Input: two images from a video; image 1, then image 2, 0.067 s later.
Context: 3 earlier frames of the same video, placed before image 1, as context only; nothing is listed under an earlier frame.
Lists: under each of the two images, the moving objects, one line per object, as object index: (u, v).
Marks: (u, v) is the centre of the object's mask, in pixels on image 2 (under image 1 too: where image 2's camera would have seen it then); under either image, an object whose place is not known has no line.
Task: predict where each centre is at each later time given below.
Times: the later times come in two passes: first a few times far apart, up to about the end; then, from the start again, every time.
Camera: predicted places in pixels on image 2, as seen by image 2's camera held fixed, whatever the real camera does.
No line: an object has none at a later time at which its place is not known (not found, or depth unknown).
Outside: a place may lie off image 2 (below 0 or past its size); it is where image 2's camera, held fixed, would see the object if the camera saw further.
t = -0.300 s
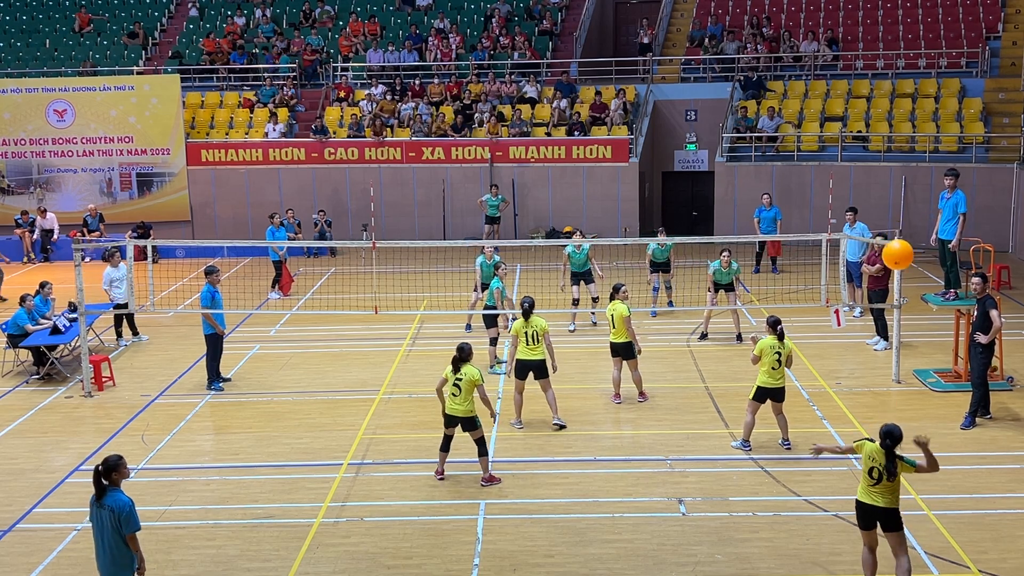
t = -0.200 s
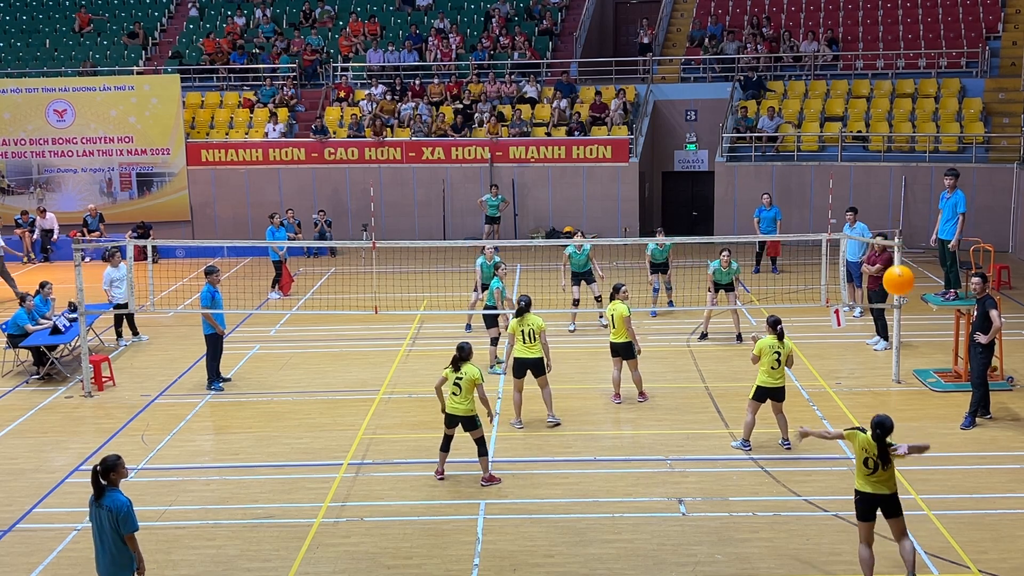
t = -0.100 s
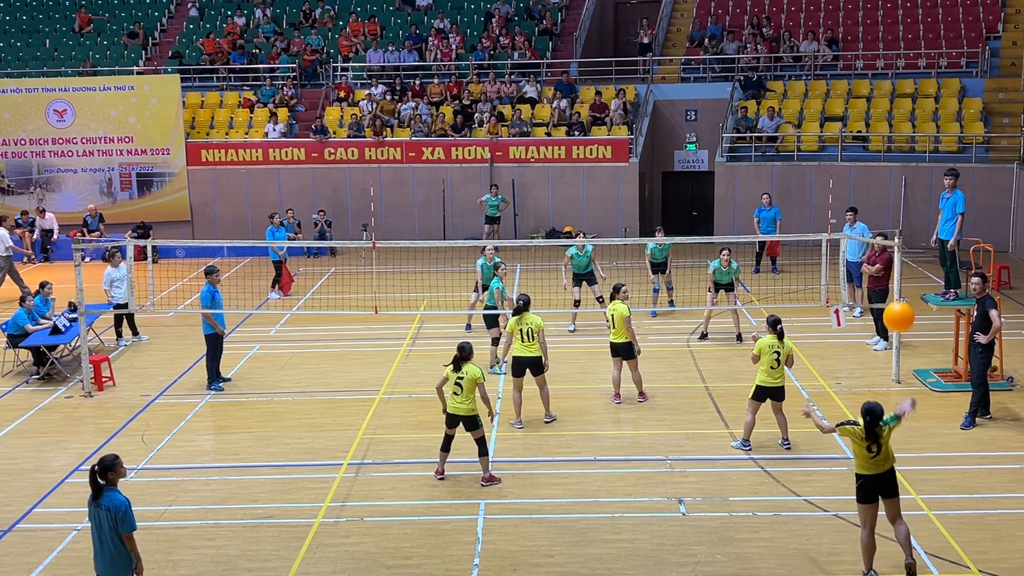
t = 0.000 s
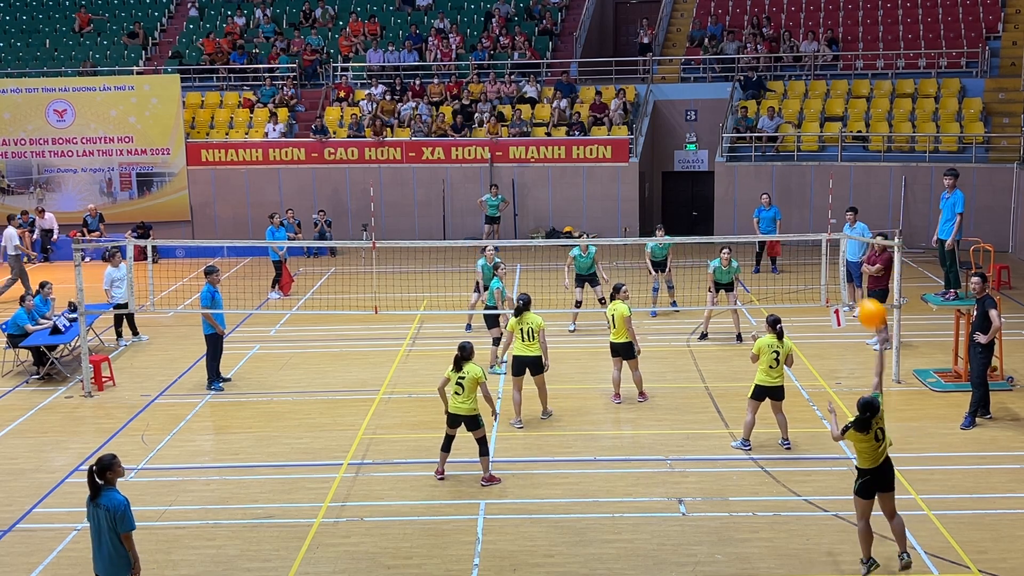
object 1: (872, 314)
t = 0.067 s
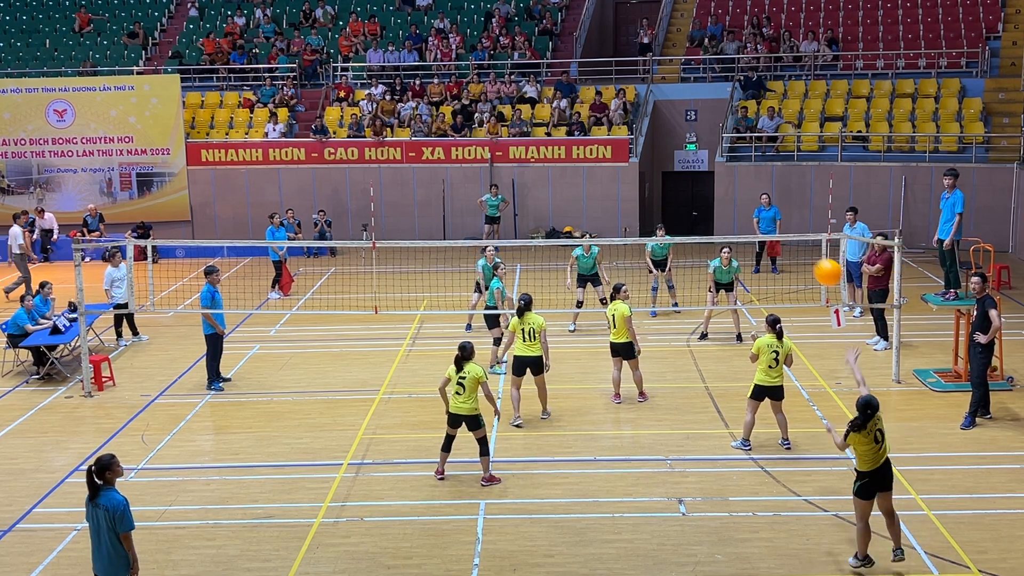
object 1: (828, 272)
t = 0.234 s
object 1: (745, 217)
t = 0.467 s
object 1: (675, 201)
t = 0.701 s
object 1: (628, 227)
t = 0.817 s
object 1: (610, 250)
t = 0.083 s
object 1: (818, 263)
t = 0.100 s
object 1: (809, 256)
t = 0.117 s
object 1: (801, 249)
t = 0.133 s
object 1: (792, 243)
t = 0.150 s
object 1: (784, 237)
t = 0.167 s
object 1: (775, 232)
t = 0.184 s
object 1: (766, 227)
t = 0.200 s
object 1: (759, 224)
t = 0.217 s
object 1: (752, 220)
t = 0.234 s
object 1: (745, 217)
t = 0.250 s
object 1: (739, 214)
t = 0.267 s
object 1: (733, 211)
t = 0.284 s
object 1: (727, 208)
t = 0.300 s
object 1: (722, 206)
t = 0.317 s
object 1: (717, 204)
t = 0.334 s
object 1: (711, 203)
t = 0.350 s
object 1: (707, 202)
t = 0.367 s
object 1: (702, 201)
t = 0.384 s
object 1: (697, 200)
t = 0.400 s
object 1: (692, 200)
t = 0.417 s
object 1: (688, 200)
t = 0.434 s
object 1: (683, 200)
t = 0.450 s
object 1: (679, 200)
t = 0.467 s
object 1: (675, 201)
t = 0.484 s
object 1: (671, 202)
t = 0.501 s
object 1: (667, 203)
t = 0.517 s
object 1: (663, 204)
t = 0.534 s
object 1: (659, 206)
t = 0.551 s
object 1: (656, 207)
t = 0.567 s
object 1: (653, 209)
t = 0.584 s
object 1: (649, 211)
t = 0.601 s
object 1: (646, 213)
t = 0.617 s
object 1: (643, 215)
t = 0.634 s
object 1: (639, 217)
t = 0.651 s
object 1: (636, 219)
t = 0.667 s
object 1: (633, 222)
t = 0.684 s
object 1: (630, 225)
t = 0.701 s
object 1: (628, 227)
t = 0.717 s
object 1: (625, 230)
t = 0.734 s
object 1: (622, 232)
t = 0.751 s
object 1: (620, 234)
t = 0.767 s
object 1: (617, 239)
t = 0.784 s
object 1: (614, 244)
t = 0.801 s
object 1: (612, 249)
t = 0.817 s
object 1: (610, 250)
